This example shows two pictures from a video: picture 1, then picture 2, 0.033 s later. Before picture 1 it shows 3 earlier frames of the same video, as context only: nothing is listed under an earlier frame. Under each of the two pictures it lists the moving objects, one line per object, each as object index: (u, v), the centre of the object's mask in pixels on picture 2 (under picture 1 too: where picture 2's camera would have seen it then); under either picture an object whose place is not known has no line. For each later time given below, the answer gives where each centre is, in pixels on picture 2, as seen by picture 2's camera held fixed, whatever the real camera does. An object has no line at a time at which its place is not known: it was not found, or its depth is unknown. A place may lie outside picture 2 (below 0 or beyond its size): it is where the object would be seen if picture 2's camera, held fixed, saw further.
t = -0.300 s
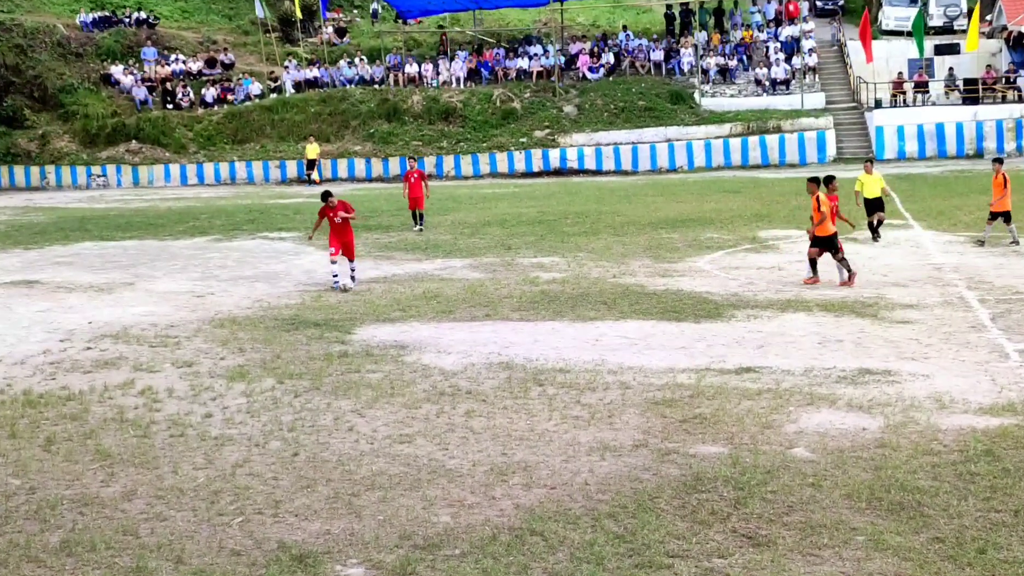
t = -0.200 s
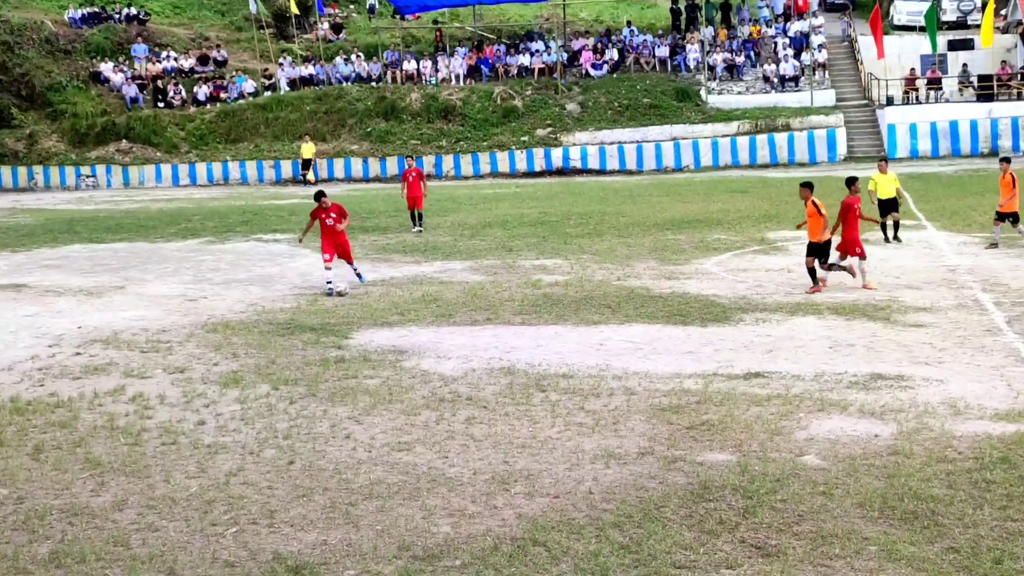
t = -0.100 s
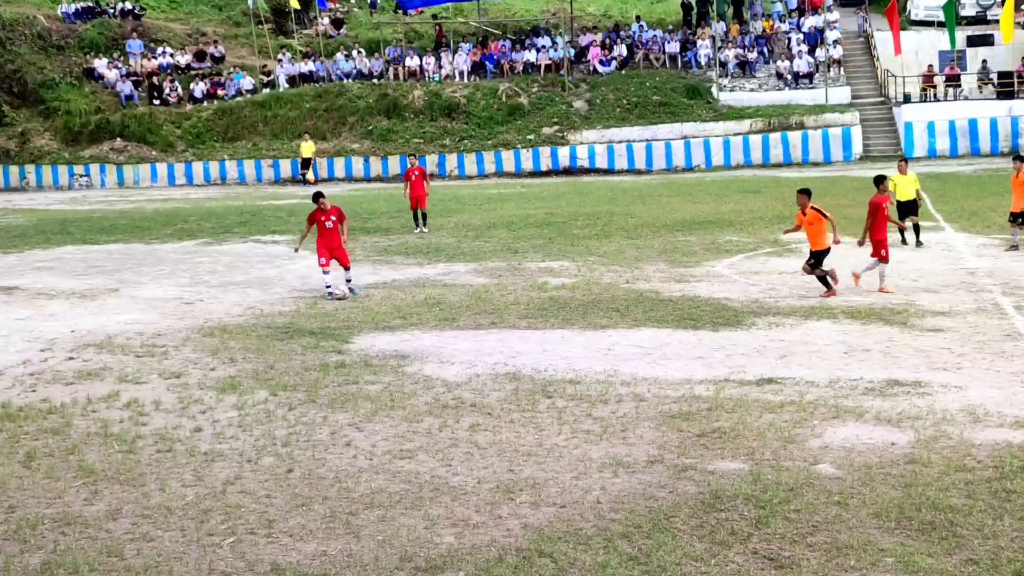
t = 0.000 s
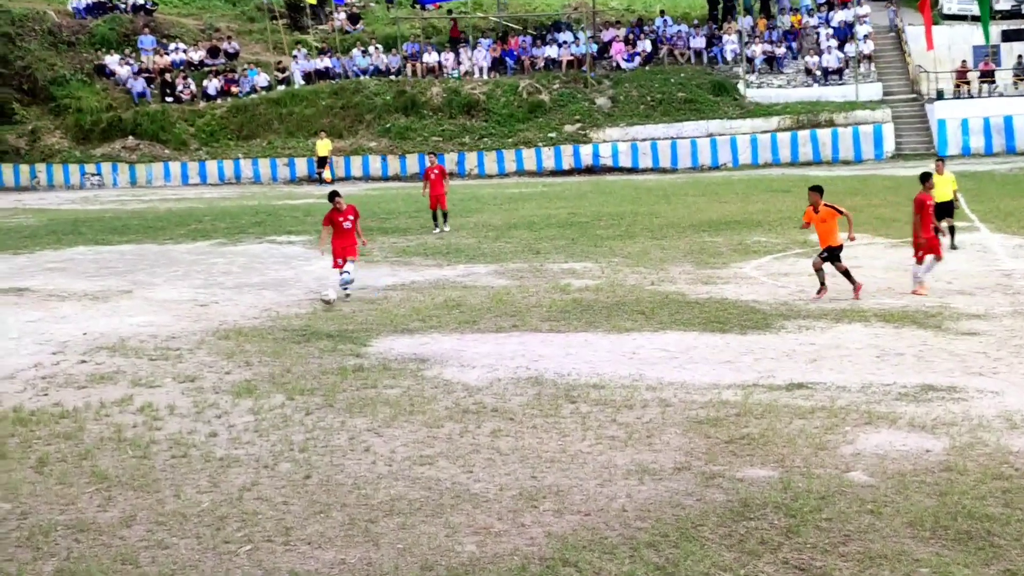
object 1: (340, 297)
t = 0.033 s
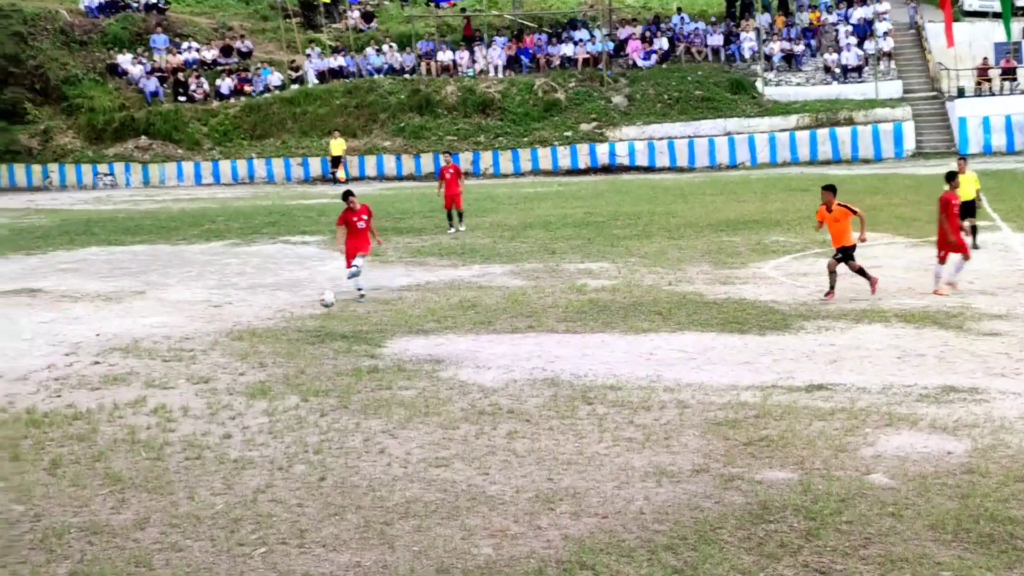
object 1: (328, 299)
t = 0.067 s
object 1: (314, 303)
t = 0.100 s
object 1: (301, 307)
